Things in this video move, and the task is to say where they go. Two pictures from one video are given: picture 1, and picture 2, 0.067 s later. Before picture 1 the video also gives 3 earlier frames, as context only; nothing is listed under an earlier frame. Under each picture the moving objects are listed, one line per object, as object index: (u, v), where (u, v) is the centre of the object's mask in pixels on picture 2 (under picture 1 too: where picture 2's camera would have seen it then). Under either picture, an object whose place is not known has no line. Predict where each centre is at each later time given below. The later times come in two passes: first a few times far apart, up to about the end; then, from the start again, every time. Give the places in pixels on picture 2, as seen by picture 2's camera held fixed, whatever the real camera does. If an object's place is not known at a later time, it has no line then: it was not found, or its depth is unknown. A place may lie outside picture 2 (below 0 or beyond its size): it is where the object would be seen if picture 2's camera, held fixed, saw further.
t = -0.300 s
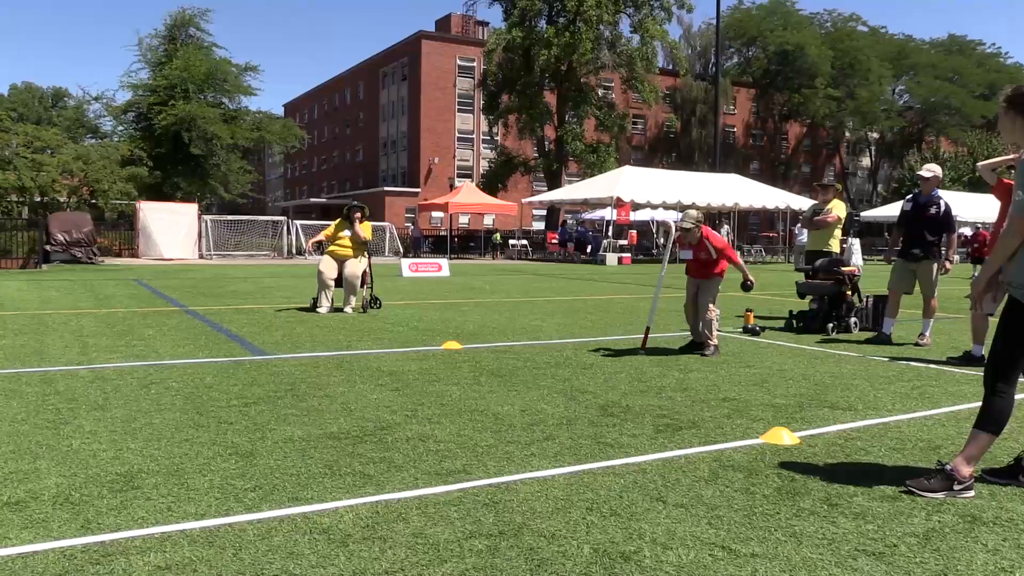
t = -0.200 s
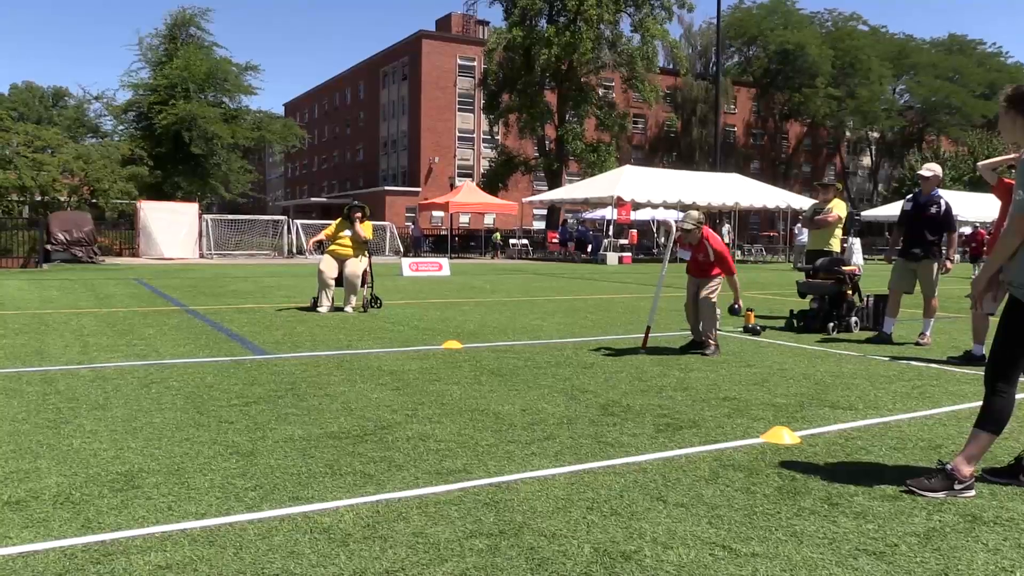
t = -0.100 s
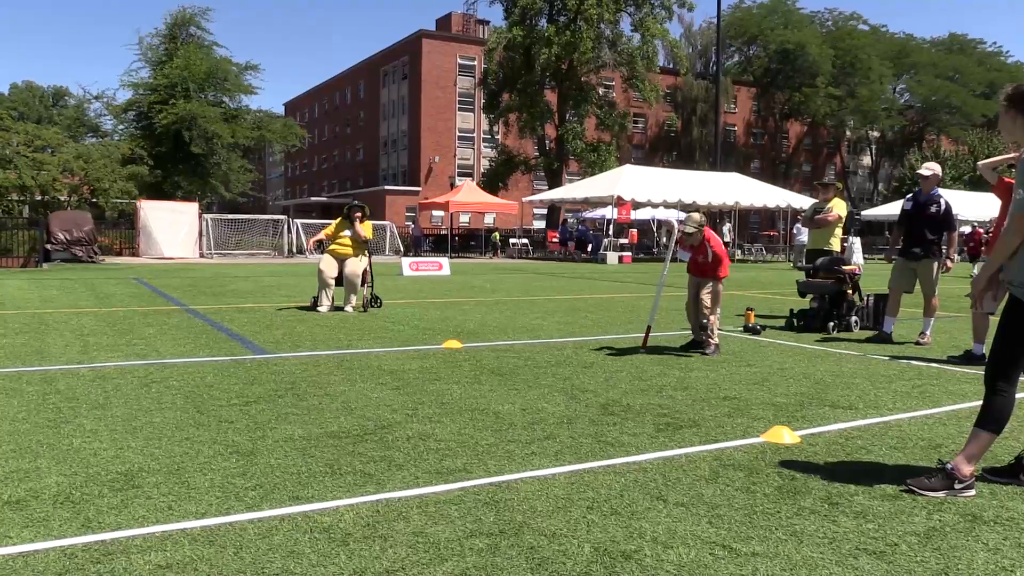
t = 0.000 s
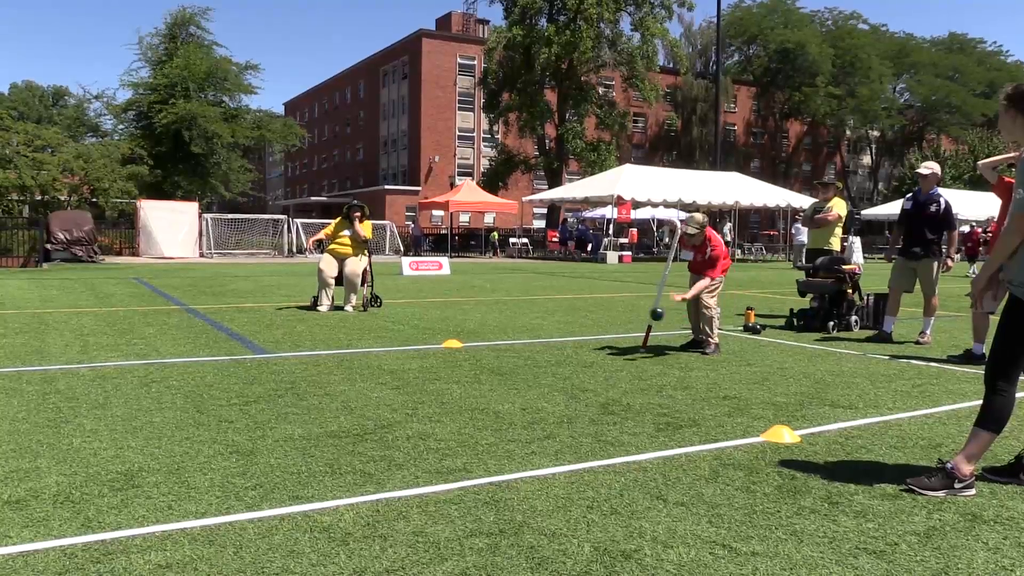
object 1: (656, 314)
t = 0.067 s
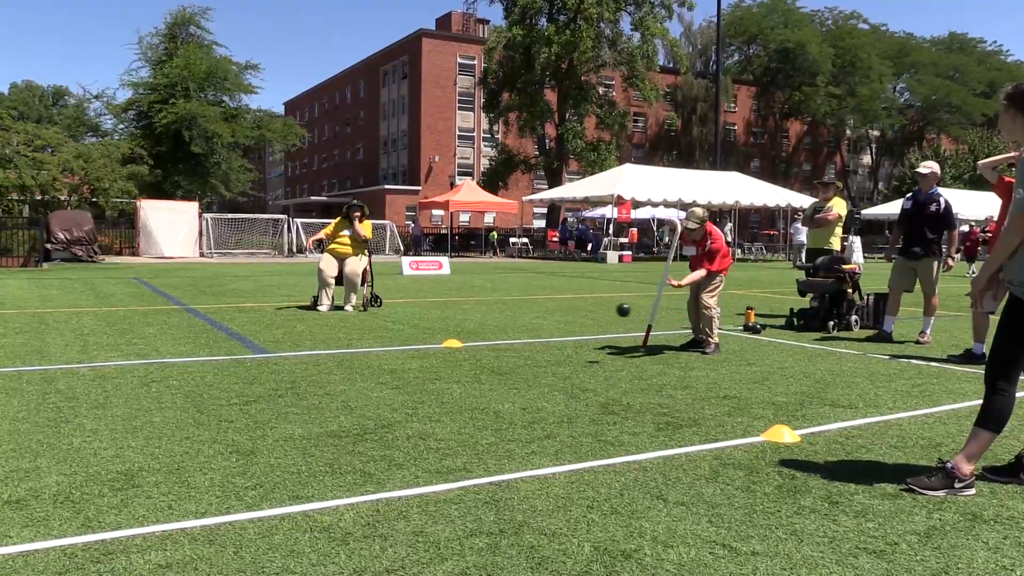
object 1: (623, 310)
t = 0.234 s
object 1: (529, 326)
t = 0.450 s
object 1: (398, 361)
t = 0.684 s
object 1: (268, 366)
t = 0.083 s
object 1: (614, 310)
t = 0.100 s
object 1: (605, 310)
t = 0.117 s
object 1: (596, 311)
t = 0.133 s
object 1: (587, 312)
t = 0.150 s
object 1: (578, 313)
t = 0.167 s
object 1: (569, 315)
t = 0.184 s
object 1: (559, 317)
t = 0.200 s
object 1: (549, 320)
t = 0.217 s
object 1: (539, 323)
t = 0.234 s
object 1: (529, 326)
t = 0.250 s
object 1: (519, 330)
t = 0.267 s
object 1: (508, 335)
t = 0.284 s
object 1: (497, 340)
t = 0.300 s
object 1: (487, 346)
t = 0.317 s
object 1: (475, 351)
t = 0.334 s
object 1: (464, 358)
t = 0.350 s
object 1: (453, 365)
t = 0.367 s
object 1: (441, 373)
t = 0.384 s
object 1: (431, 375)
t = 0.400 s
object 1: (423, 370)
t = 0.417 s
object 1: (415, 367)
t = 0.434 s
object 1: (406, 364)
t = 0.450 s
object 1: (398, 361)
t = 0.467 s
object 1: (389, 358)
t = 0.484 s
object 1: (381, 357)
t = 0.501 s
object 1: (372, 355)
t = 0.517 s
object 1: (363, 354)
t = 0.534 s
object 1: (354, 353)
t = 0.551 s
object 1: (345, 353)
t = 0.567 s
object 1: (335, 353)
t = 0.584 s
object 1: (326, 353)
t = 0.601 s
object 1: (316, 354)
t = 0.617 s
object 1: (307, 356)
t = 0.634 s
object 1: (298, 358)
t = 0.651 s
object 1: (288, 360)
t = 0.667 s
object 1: (278, 363)
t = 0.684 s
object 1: (268, 366)
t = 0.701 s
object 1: (258, 370)
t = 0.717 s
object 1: (248, 375)
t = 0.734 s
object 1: (238, 380)
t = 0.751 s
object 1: (227, 386)
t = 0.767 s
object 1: (217, 392)
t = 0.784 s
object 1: (206, 393)
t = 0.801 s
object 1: (196, 390)
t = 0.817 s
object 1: (186, 387)
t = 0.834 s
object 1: (176, 385)
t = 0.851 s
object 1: (166, 383)
